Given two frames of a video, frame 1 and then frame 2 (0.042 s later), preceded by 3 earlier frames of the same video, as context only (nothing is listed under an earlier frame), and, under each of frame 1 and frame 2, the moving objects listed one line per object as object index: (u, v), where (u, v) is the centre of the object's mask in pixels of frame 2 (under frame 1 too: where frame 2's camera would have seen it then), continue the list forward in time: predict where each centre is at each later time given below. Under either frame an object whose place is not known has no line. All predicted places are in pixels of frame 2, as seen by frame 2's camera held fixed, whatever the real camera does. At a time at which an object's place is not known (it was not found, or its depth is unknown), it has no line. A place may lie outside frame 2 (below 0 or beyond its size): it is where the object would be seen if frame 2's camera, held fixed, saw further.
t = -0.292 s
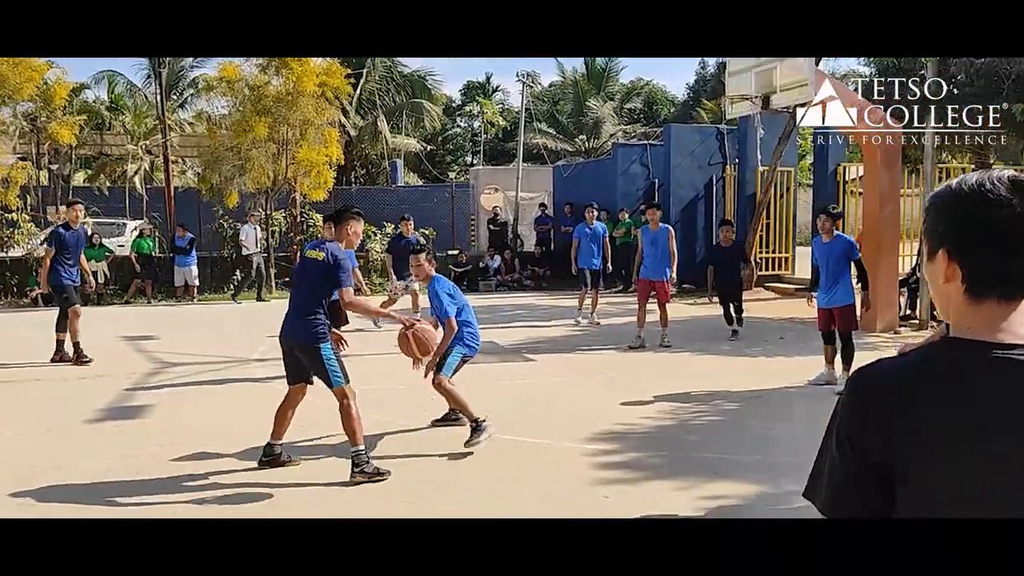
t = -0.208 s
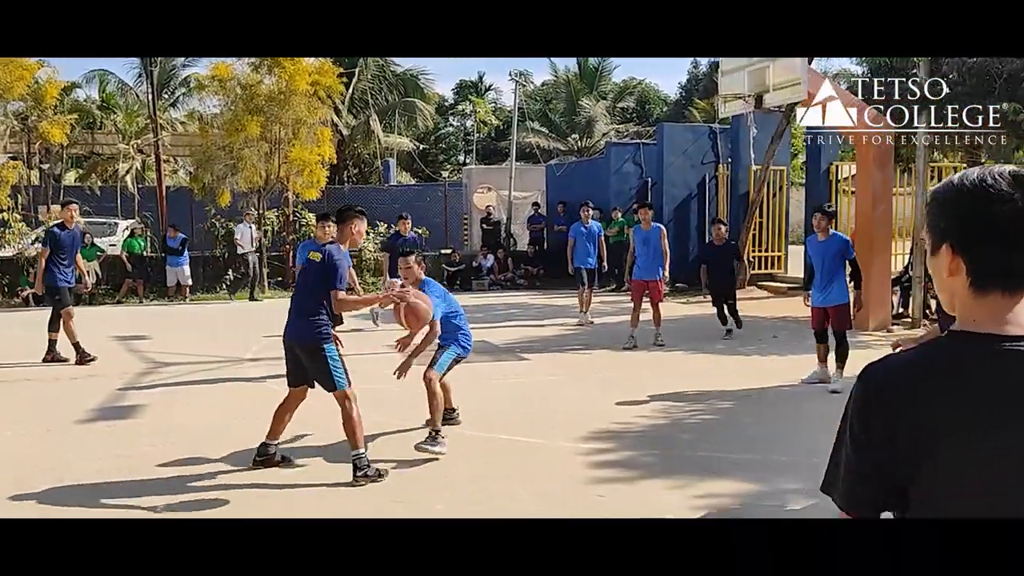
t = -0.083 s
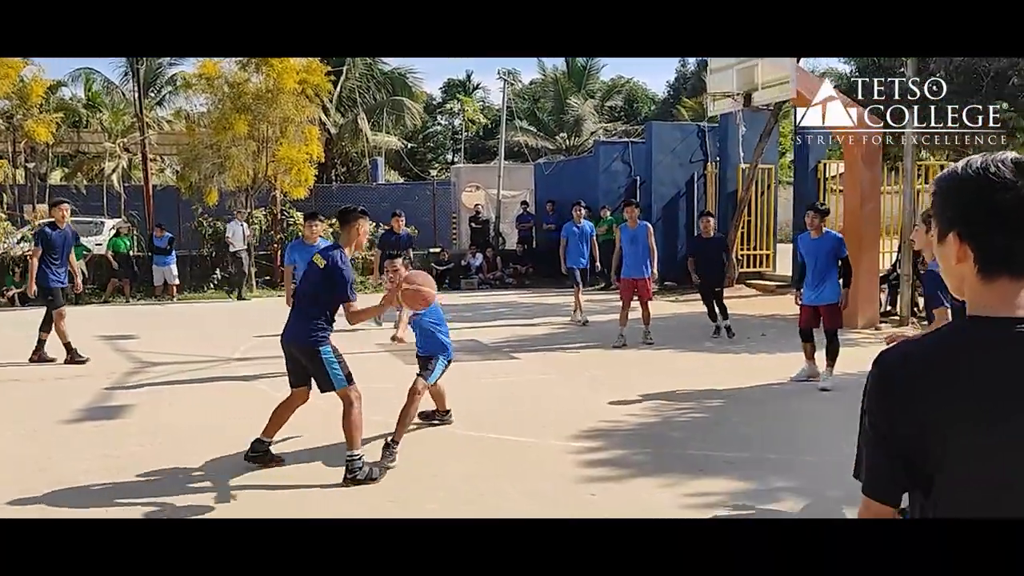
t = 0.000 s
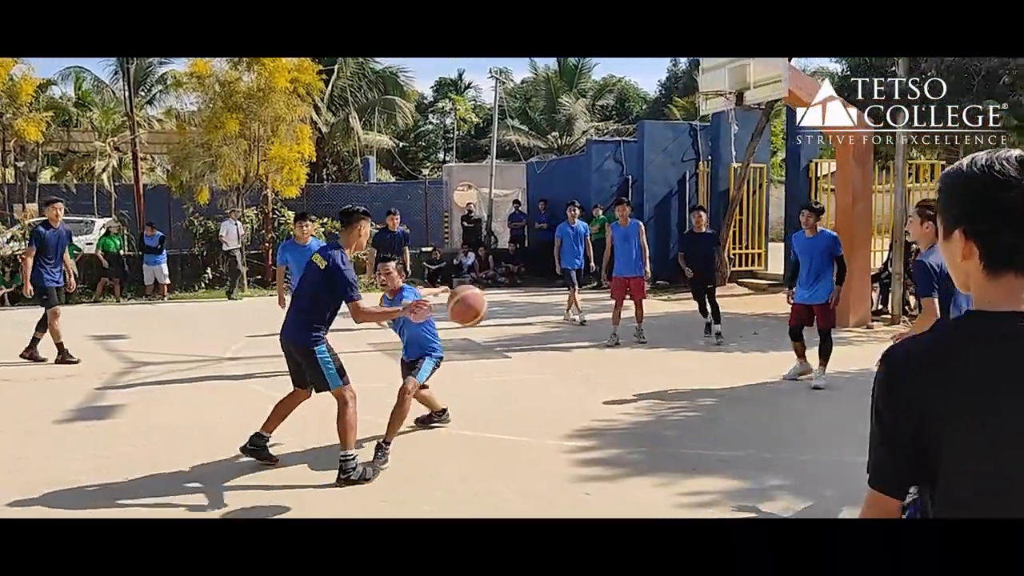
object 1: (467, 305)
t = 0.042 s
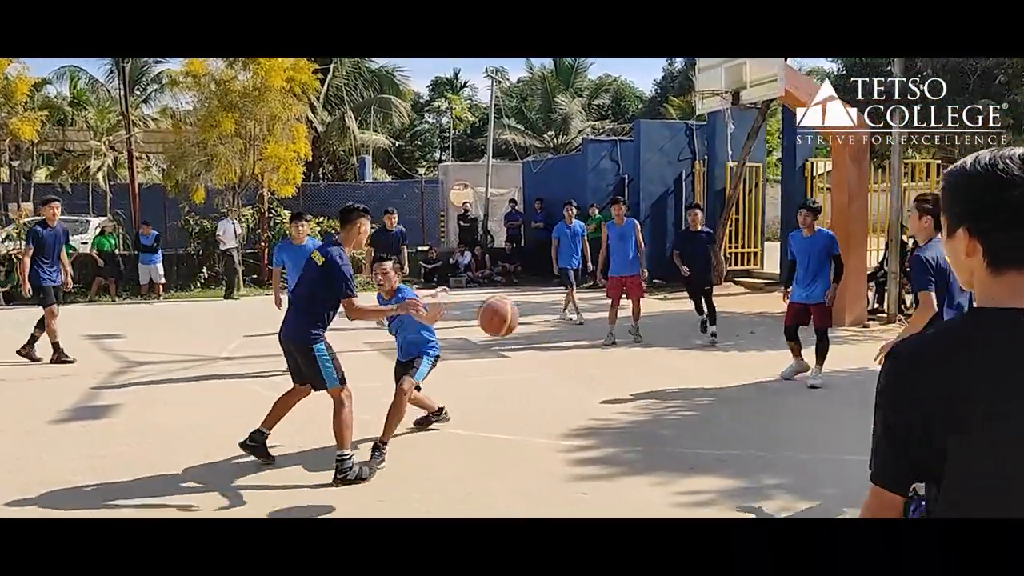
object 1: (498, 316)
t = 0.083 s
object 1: (528, 329)
